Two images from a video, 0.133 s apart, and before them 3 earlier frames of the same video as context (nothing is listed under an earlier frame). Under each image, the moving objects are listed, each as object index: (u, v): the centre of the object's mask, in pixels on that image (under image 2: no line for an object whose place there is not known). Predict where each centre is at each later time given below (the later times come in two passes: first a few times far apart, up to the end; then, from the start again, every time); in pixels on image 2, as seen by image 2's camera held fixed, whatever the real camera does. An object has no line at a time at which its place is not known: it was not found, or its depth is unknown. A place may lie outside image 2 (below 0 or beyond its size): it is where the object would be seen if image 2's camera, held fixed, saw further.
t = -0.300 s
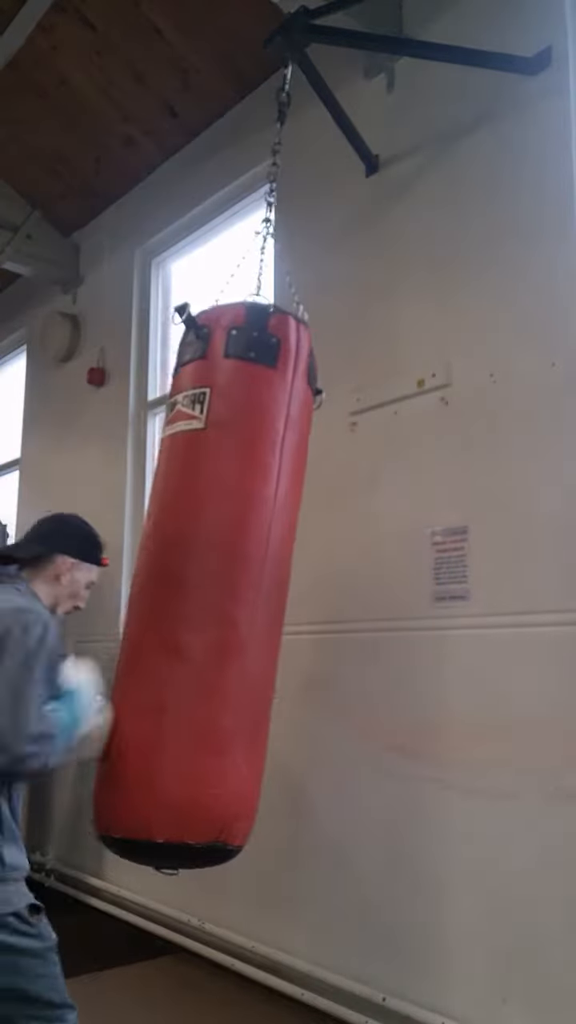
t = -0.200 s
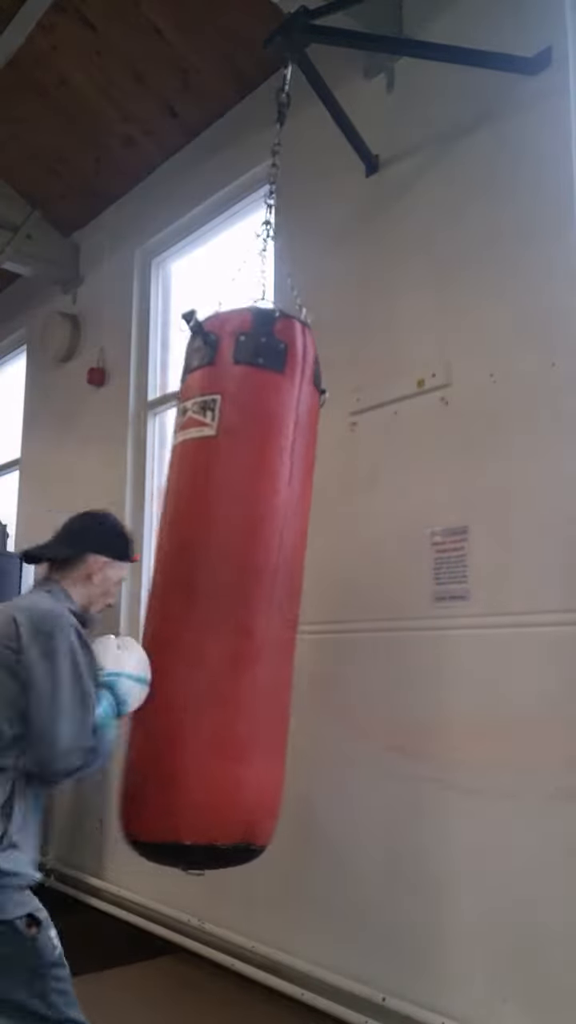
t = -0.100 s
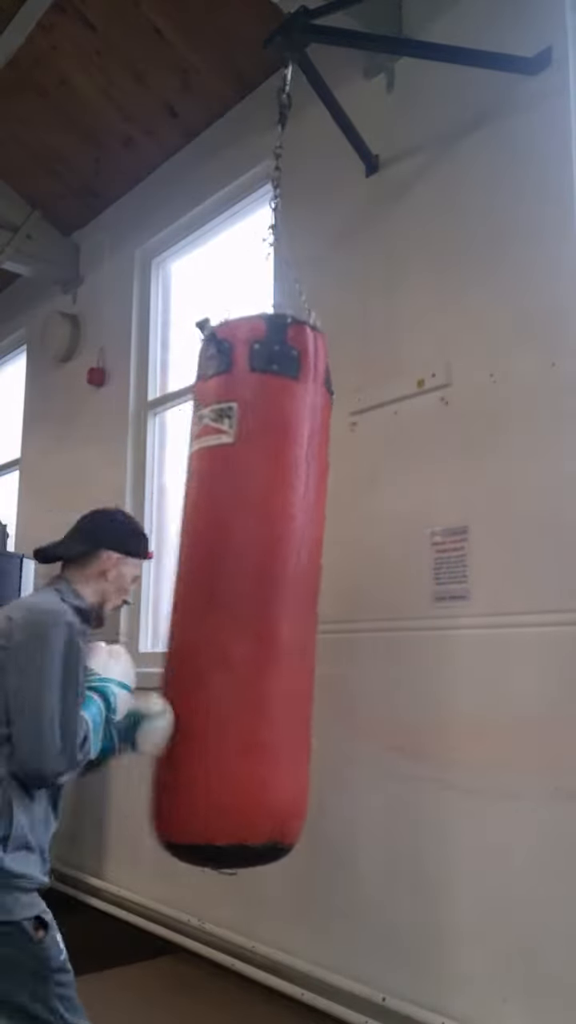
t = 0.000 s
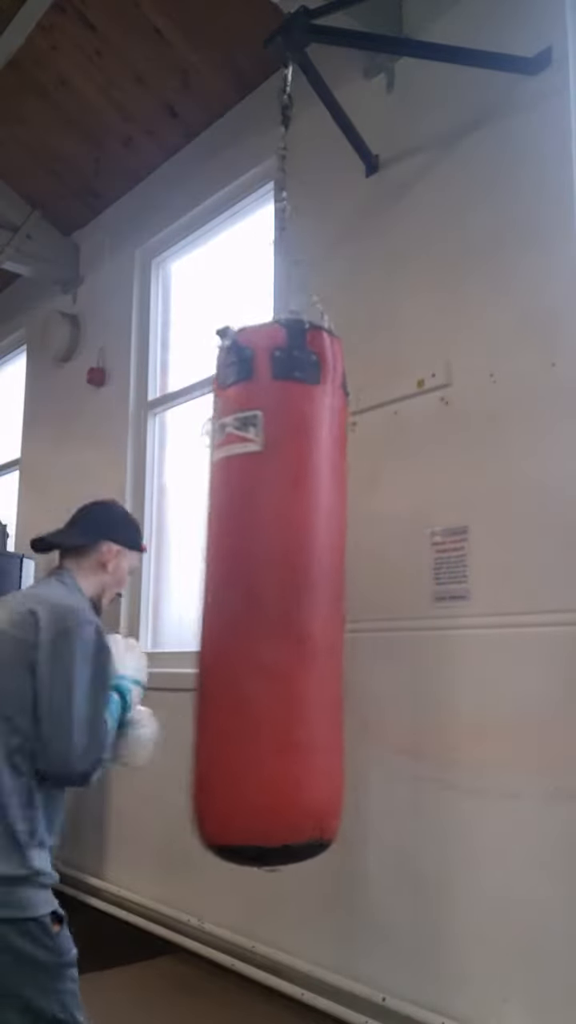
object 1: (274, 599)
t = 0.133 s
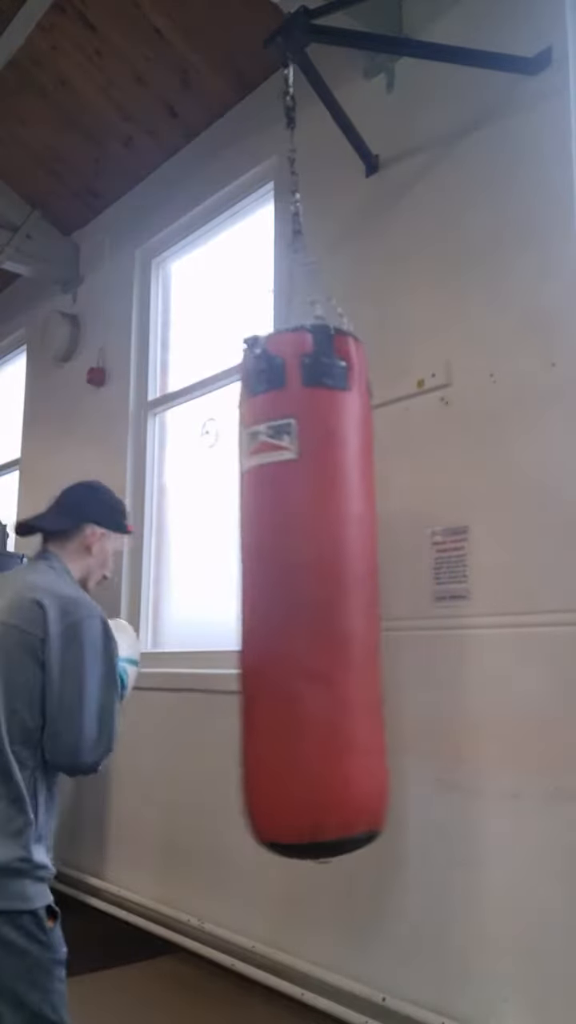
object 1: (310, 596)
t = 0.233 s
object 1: (333, 594)
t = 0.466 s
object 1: (373, 585)
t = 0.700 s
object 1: (389, 581)
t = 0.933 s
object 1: (379, 583)
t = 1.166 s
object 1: (342, 593)
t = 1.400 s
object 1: (286, 599)
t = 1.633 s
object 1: (220, 596)
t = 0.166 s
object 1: (318, 596)
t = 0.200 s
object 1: (326, 595)
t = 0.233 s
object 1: (333, 594)
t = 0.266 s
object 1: (340, 593)
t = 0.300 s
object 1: (347, 592)
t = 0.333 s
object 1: (353, 591)
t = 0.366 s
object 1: (359, 590)
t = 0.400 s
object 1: (364, 588)
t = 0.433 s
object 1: (370, 588)
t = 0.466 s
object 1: (373, 585)
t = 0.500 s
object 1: (378, 585)
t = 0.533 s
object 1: (381, 583)
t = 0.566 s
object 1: (384, 583)
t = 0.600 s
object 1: (386, 581)
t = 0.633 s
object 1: (387, 581)
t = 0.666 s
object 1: (388, 580)
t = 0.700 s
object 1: (389, 581)
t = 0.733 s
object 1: (389, 581)
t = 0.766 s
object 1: (389, 581)
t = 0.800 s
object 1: (388, 581)
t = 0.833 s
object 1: (387, 581)
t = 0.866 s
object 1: (385, 582)
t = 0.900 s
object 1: (382, 582)
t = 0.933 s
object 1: (379, 583)
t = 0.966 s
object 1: (375, 585)
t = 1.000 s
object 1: (371, 586)
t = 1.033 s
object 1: (367, 587)
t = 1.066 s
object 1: (362, 589)
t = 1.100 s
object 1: (356, 590)
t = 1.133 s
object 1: (349, 591)
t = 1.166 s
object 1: (342, 593)
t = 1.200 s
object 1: (335, 594)
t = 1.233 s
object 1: (328, 595)
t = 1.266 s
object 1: (320, 596)
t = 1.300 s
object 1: (312, 597)
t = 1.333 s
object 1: (303, 598)
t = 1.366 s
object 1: (295, 599)
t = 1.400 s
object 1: (286, 599)
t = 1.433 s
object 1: (276, 600)
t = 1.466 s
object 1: (267, 600)
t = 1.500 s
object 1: (257, 600)
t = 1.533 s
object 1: (248, 599)
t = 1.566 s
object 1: (238, 598)
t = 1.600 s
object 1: (229, 597)
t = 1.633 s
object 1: (220, 596)
